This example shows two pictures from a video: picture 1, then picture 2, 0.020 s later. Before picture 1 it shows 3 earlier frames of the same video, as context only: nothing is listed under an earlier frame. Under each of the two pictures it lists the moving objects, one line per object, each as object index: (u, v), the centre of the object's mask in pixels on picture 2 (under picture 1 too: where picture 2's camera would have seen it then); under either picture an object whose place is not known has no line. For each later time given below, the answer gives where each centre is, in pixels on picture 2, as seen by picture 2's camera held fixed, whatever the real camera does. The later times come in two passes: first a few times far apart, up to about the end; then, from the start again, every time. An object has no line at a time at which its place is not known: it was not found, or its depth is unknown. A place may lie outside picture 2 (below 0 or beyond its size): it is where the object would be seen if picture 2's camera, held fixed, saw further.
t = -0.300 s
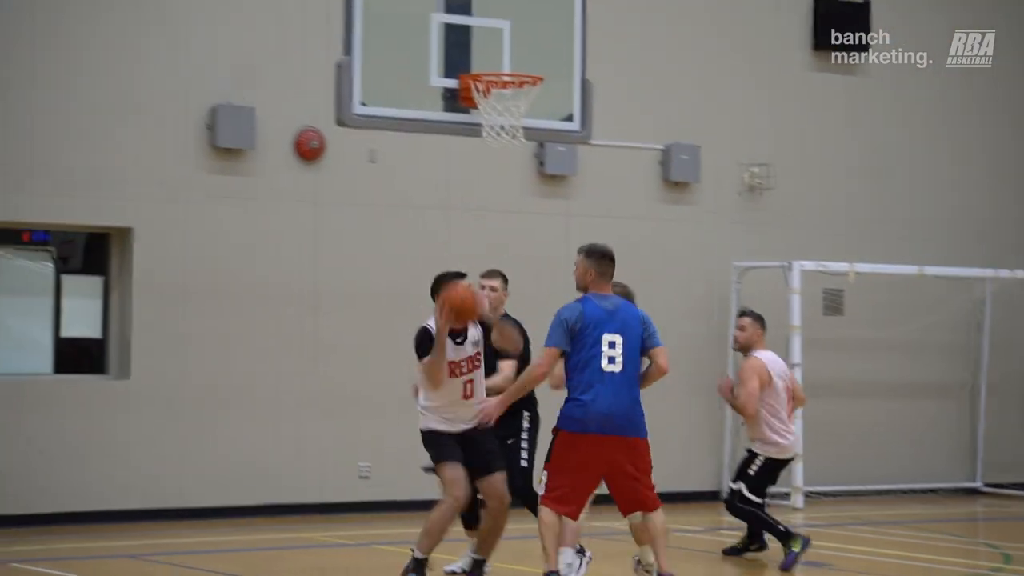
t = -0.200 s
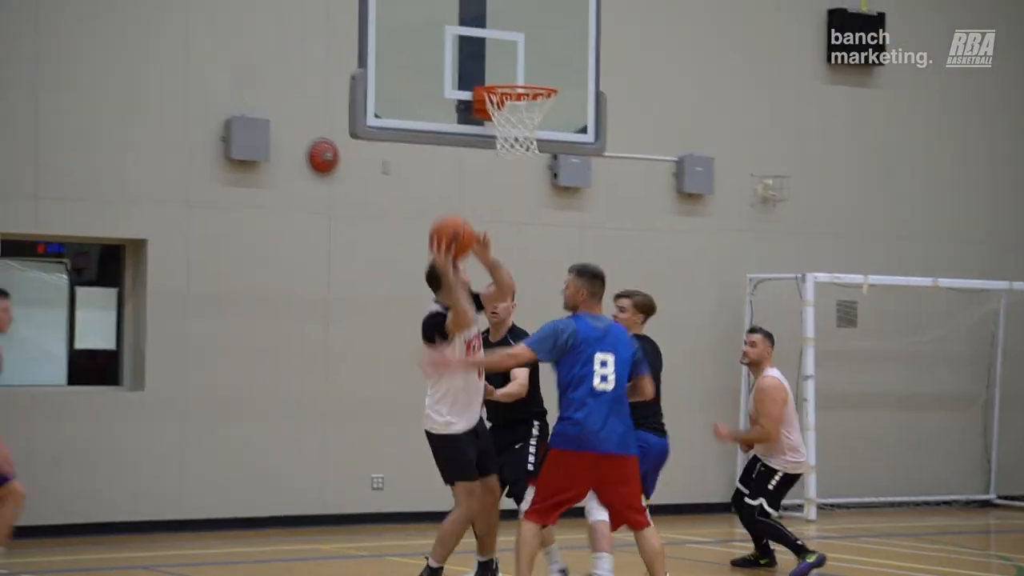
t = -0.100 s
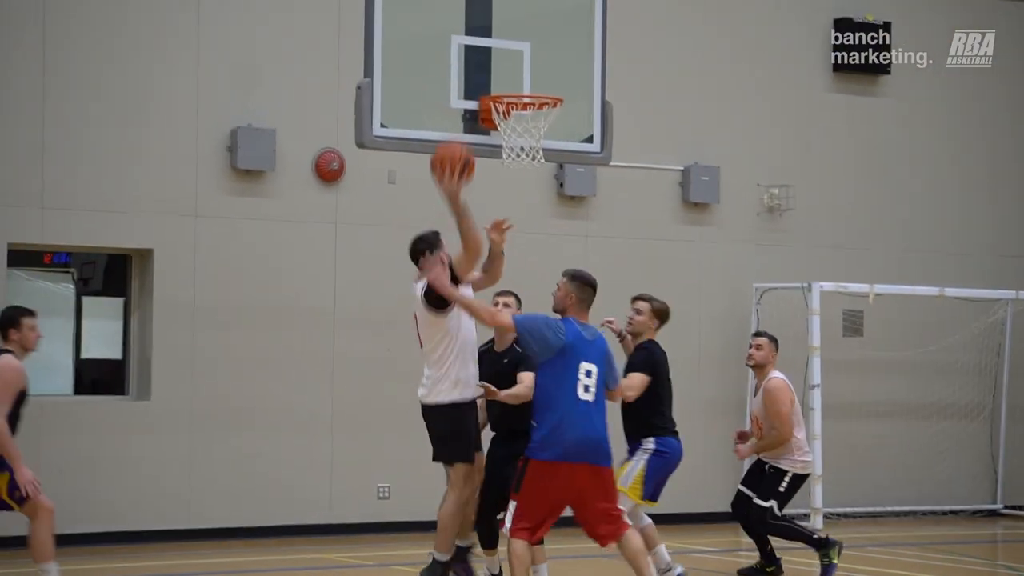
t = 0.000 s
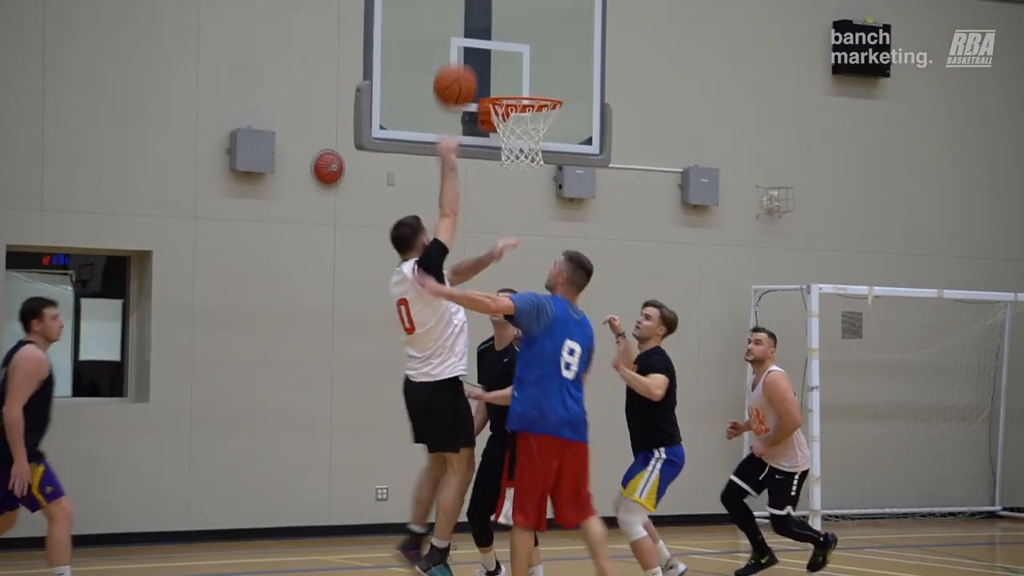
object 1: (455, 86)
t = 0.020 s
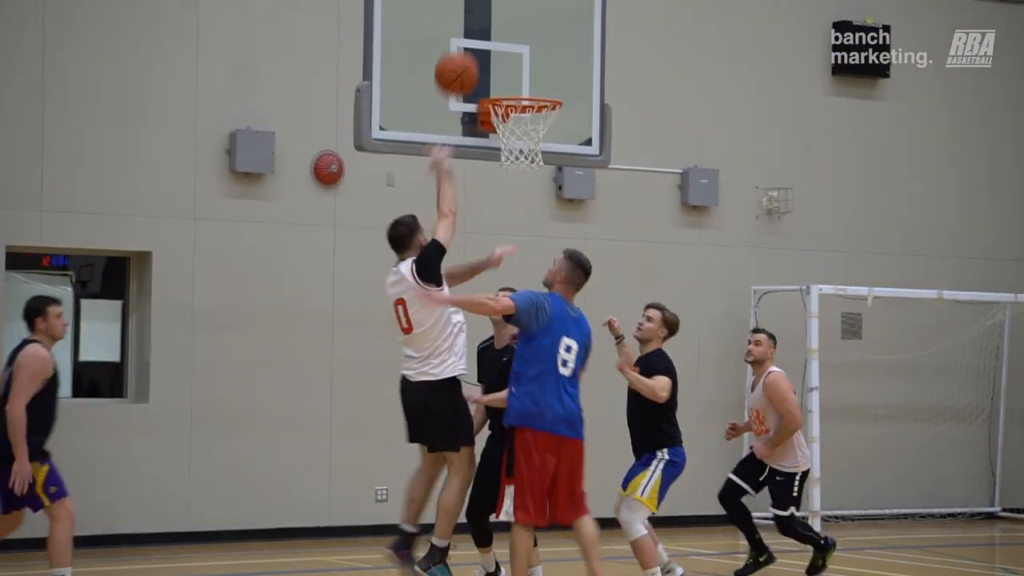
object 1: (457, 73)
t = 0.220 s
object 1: (469, -7)
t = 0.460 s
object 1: (483, -25)
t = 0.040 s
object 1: (458, 61)
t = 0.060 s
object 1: (460, 49)
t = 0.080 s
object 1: (461, 38)
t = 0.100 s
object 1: (462, 28)
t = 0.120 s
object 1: (464, 19)
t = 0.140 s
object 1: (465, 11)
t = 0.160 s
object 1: (466, 5)
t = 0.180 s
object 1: (468, 1)
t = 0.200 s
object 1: (470, -3)
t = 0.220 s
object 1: (469, -7)
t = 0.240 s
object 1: (472, -10)
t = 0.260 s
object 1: (473, -13)
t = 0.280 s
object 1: (474, -15)
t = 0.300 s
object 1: (476, -19)
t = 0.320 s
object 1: (478, -20)
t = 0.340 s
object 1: (479, -22)
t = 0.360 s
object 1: (480, -23)
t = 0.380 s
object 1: (480, -24)
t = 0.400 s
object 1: (482, -25)
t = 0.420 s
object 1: (482, -25)
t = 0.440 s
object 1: (483, -25)
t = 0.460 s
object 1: (483, -25)
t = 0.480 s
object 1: (484, -23)
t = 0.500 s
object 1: (485, -23)
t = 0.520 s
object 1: (485, -20)
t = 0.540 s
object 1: (486, -14)
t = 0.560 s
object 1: (486, -8)
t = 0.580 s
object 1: (486, -2)
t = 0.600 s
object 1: (486, 5)
